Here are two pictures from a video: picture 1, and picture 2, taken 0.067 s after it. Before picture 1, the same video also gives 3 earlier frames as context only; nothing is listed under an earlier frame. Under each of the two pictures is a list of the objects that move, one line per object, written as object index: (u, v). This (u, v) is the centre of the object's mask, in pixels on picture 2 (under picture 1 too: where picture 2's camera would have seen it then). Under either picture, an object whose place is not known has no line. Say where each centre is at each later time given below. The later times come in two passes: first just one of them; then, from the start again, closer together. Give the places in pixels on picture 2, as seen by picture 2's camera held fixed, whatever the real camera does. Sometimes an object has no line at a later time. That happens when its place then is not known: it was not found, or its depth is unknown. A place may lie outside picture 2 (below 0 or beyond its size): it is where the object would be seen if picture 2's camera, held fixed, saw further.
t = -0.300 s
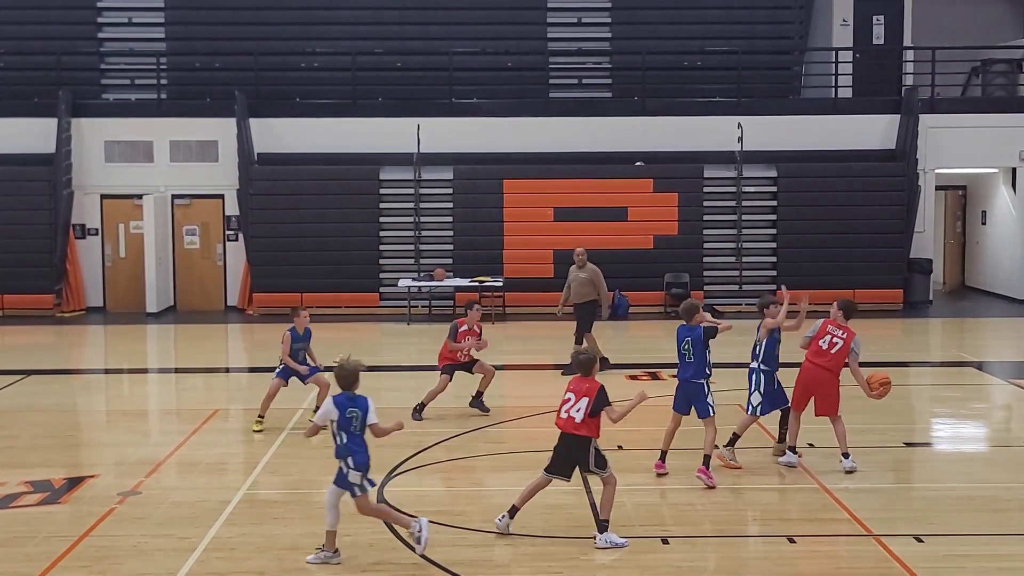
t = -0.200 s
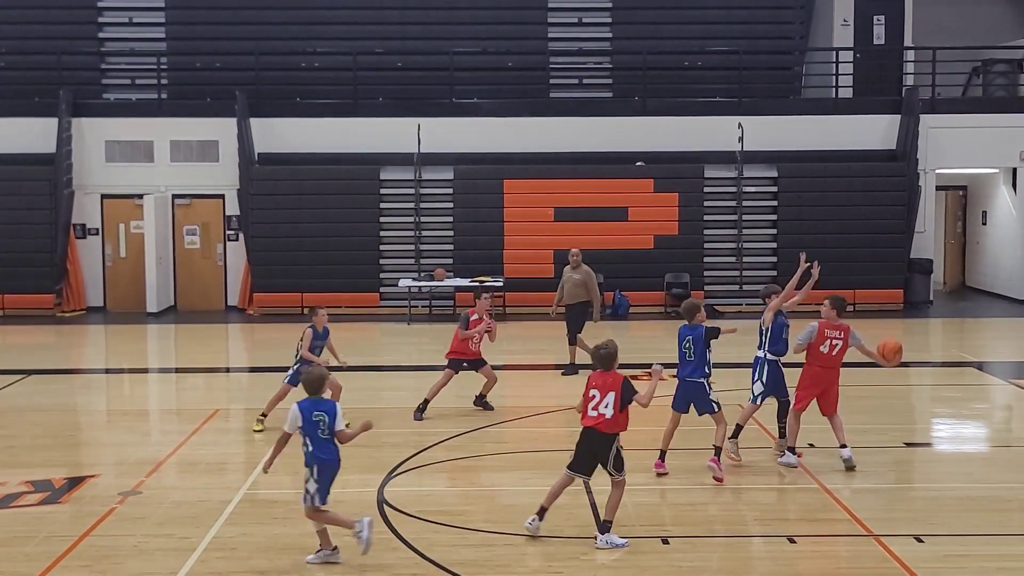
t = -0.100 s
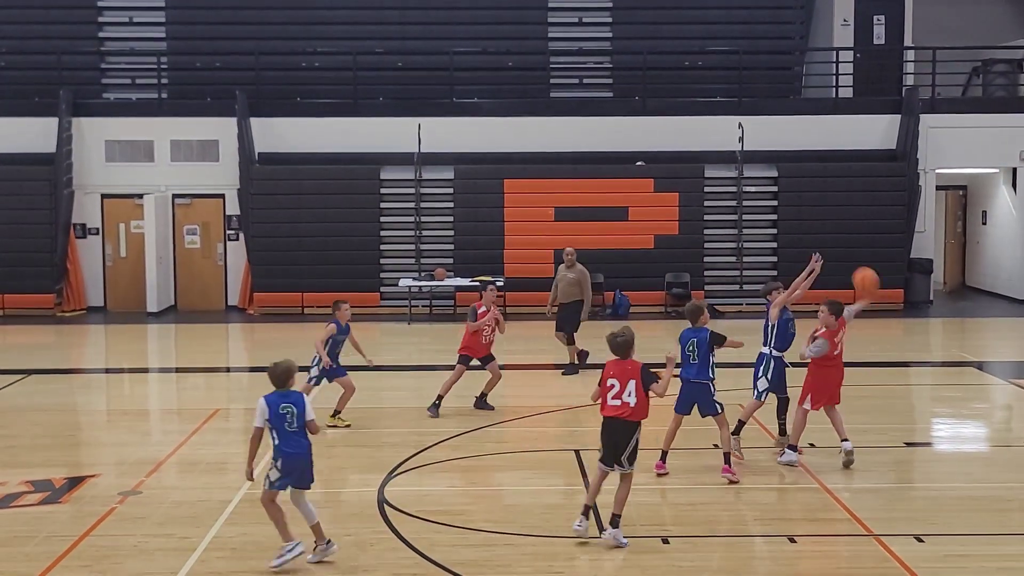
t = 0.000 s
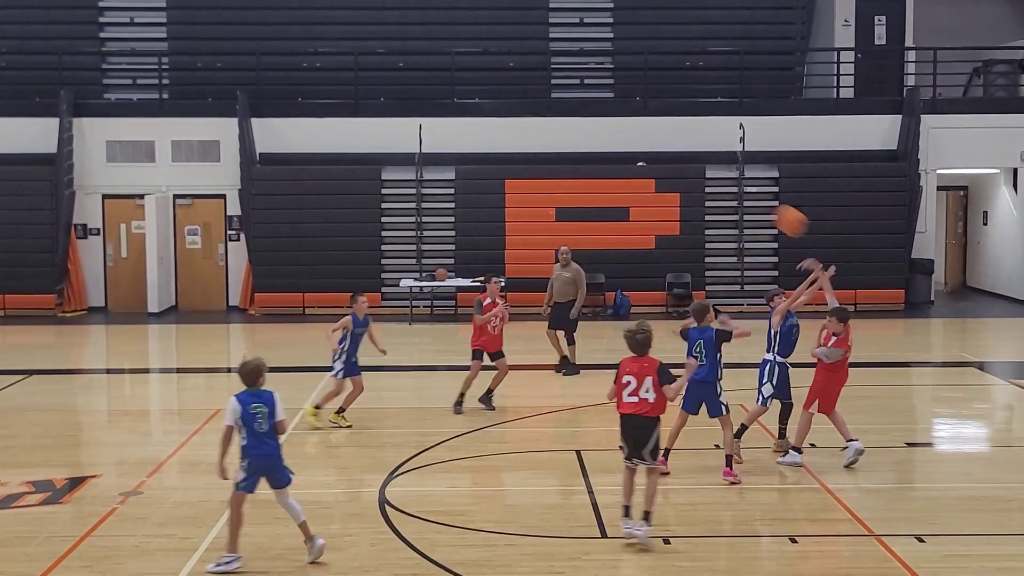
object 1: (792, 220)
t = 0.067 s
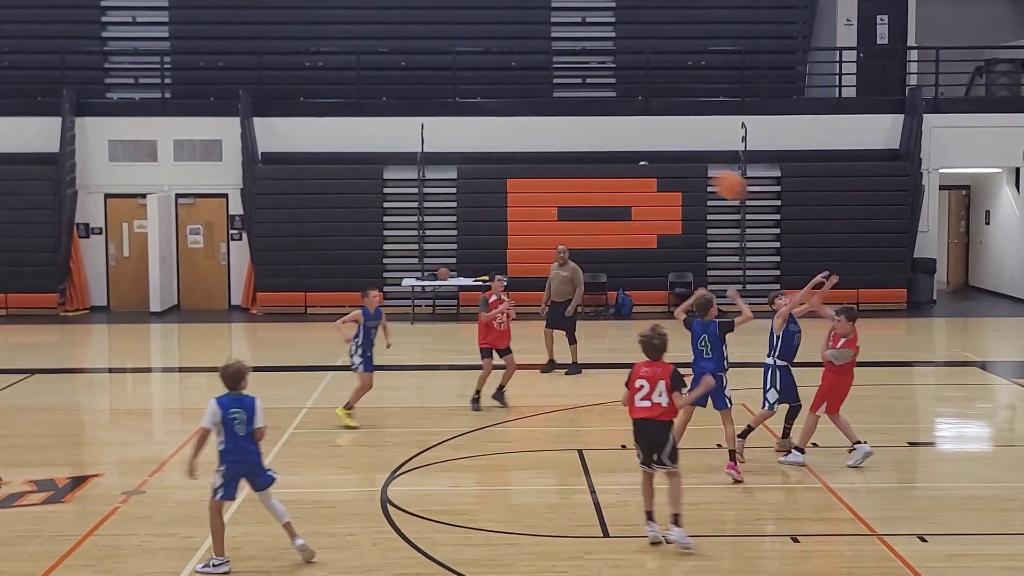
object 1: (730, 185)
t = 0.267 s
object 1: (537, 102)
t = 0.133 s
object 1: (667, 156)
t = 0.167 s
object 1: (635, 141)
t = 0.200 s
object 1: (602, 125)
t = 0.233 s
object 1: (569, 112)
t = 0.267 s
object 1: (537, 102)
